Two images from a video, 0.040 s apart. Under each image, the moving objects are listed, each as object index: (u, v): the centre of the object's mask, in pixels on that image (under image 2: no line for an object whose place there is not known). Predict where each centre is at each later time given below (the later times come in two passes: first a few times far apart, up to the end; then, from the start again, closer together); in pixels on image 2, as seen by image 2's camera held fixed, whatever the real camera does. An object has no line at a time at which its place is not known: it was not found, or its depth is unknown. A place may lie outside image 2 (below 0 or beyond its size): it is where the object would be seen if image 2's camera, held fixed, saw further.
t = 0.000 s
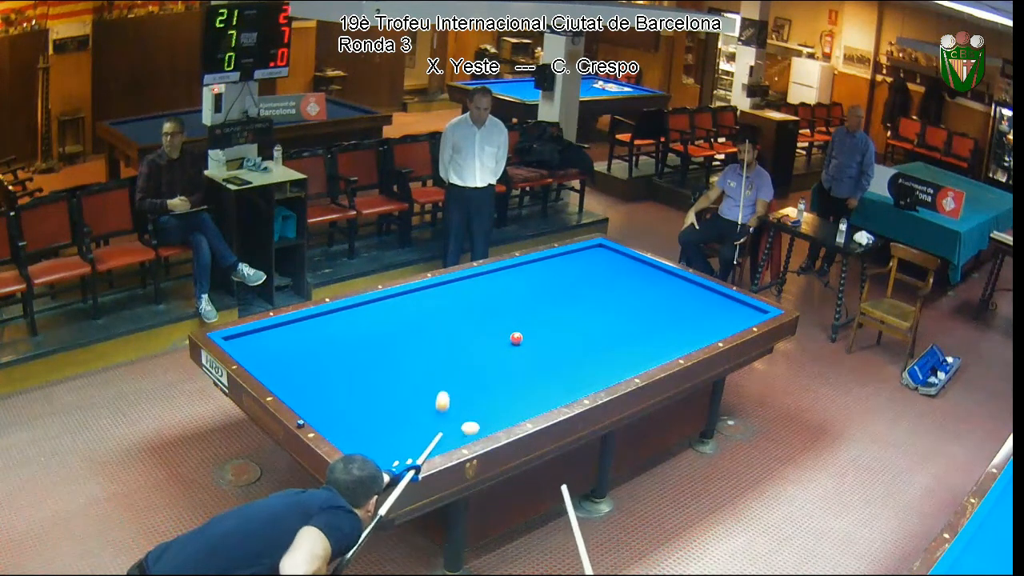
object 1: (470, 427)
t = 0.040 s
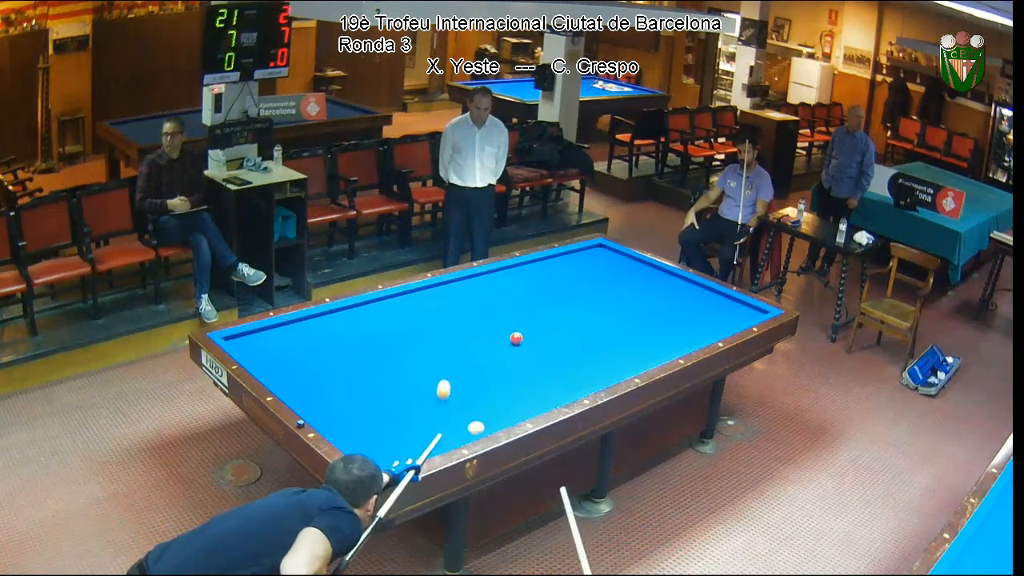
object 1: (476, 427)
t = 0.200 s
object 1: (482, 421)
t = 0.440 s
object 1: (491, 411)
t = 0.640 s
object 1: (497, 403)
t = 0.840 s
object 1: (504, 396)
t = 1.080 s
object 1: (511, 388)
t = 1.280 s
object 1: (517, 381)
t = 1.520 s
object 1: (523, 374)
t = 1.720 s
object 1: (529, 369)
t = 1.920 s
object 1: (534, 363)
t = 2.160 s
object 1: (539, 357)
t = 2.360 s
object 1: (544, 353)
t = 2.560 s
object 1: (548, 348)
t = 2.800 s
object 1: (552, 344)
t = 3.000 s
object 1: (556, 340)
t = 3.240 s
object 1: (560, 335)
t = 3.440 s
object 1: (563, 332)
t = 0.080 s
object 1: (478, 426)
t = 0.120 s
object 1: (479, 424)
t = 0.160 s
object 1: (481, 423)
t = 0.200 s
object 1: (482, 421)
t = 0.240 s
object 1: (483, 419)
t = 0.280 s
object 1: (485, 418)
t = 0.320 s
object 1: (486, 416)
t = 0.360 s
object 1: (488, 415)
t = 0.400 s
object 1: (489, 413)
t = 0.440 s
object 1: (491, 411)
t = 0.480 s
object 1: (492, 410)
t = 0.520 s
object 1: (493, 408)
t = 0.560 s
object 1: (495, 407)
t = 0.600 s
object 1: (496, 405)
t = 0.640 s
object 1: (497, 403)
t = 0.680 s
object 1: (499, 402)
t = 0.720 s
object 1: (500, 400)
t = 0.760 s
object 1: (501, 399)
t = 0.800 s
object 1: (502, 398)
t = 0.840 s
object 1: (504, 396)
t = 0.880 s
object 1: (505, 395)
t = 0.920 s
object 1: (506, 393)
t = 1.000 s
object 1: (509, 390)
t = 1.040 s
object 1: (510, 389)
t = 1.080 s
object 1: (511, 388)
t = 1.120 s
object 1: (512, 386)
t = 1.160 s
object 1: (514, 385)
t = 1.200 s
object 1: (515, 384)
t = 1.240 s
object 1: (516, 383)
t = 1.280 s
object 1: (517, 381)
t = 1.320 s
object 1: (518, 380)
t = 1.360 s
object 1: (519, 379)
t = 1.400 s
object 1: (520, 378)
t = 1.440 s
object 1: (521, 376)
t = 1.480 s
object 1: (522, 375)
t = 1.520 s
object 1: (523, 374)
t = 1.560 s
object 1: (524, 373)
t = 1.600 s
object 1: (526, 372)
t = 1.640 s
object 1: (527, 370)
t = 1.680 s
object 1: (527, 370)
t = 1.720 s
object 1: (529, 369)
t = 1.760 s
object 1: (530, 368)
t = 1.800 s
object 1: (531, 366)
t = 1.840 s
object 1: (532, 365)
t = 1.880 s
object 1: (533, 364)
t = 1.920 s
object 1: (534, 363)
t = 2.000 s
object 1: (535, 361)
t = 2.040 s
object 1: (536, 360)
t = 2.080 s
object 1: (537, 359)
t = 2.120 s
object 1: (538, 358)
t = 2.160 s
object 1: (539, 357)
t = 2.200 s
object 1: (540, 356)
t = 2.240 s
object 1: (541, 356)
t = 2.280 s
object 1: (542, 355)
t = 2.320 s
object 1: (543, 354)
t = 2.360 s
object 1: (544, 353)
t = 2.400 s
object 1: (544, 352)
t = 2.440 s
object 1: (545, 351)
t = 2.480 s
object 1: (546, 350)
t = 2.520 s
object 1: (547, 349)
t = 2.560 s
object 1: (548, 348)
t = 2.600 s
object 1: (549, 348)
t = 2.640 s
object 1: (549, 347)
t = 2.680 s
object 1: (550, 346)
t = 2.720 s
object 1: (551, 345)
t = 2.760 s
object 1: (552, 344)
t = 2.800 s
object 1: (552, 344)
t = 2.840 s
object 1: (553, 343)
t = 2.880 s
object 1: (554, 342)
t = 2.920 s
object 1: (555, 341)
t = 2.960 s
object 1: (555, 340)
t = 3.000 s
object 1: (556, 340)
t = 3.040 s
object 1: (557, 339)
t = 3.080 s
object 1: (557, 338)
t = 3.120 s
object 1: (558, 337)
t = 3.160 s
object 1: (559, 337)
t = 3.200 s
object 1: (560, 336)
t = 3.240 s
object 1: (560, 335)
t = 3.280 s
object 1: (561, 335)
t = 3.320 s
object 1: (562, 334)
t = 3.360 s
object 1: (562, 333)
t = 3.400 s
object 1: (563, 333)
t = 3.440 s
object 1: (563, 332)
